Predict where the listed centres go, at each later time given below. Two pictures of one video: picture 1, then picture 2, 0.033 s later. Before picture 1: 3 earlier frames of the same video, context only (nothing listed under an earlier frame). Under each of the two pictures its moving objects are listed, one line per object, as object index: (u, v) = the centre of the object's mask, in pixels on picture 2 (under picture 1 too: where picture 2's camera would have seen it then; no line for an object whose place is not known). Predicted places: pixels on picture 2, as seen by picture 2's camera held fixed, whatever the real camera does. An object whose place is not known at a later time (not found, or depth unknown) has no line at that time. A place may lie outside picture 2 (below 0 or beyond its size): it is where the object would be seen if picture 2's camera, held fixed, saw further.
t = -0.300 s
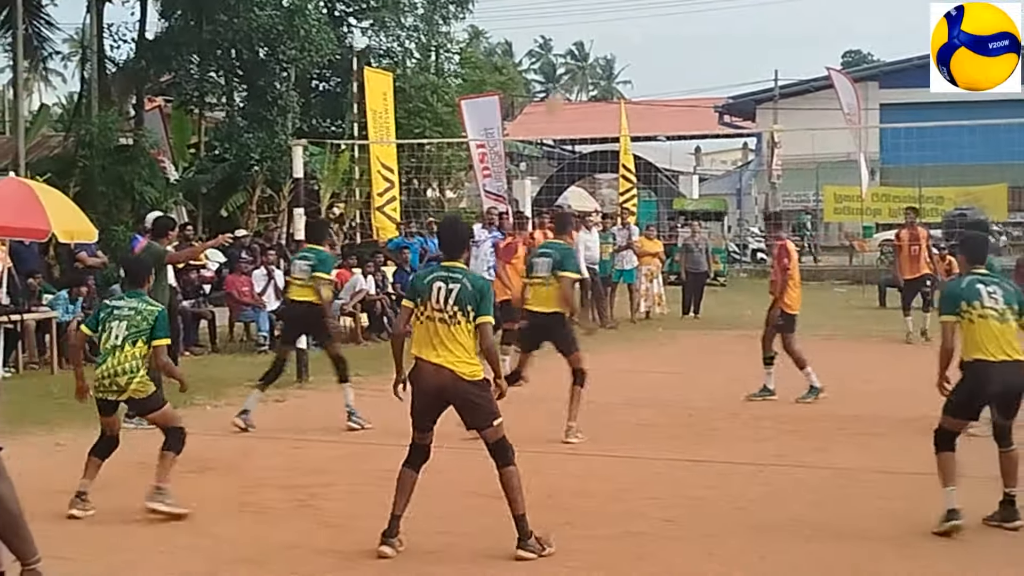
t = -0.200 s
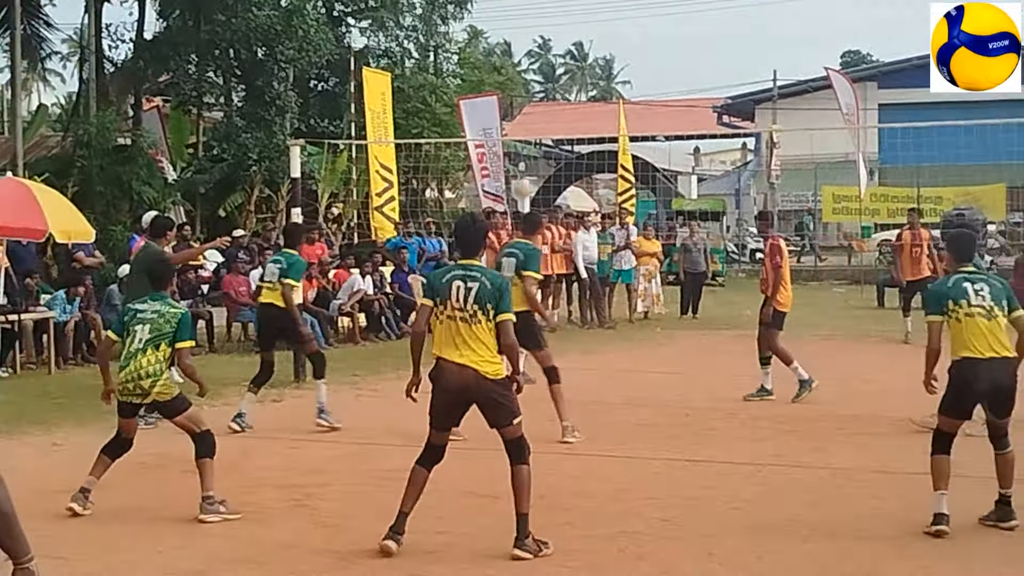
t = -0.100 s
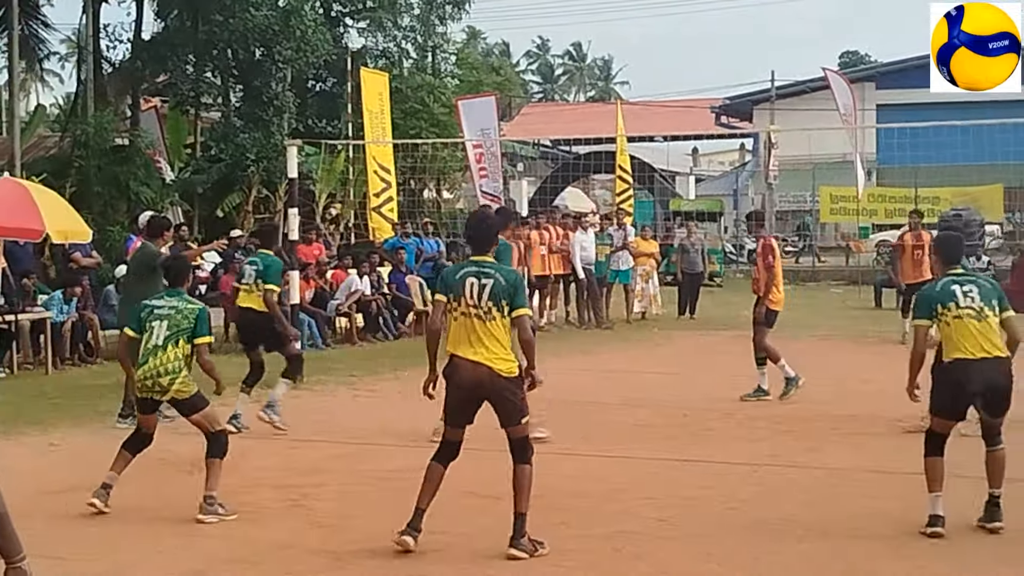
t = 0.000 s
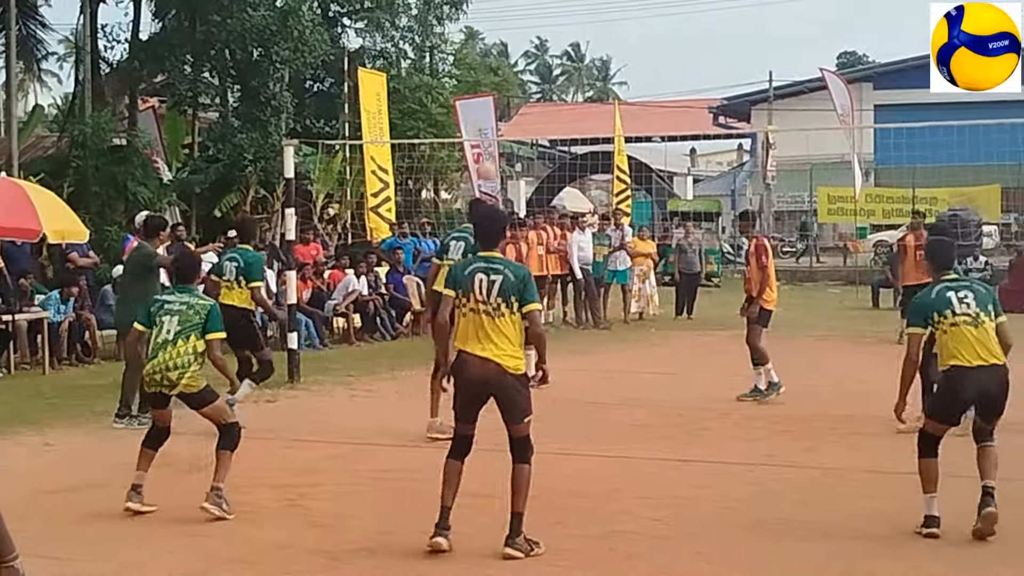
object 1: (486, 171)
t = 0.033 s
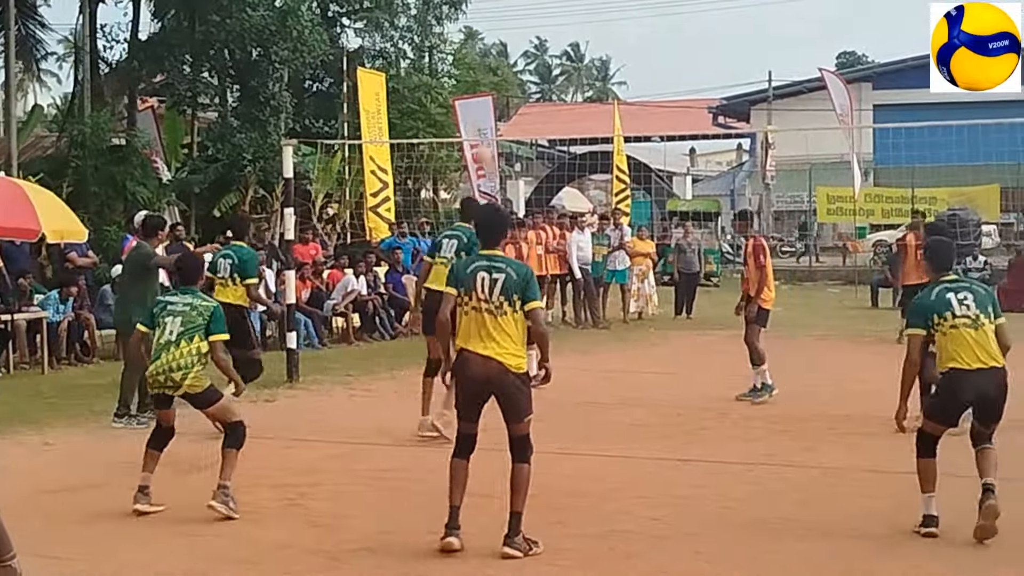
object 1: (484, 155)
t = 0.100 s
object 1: (474, 128)
